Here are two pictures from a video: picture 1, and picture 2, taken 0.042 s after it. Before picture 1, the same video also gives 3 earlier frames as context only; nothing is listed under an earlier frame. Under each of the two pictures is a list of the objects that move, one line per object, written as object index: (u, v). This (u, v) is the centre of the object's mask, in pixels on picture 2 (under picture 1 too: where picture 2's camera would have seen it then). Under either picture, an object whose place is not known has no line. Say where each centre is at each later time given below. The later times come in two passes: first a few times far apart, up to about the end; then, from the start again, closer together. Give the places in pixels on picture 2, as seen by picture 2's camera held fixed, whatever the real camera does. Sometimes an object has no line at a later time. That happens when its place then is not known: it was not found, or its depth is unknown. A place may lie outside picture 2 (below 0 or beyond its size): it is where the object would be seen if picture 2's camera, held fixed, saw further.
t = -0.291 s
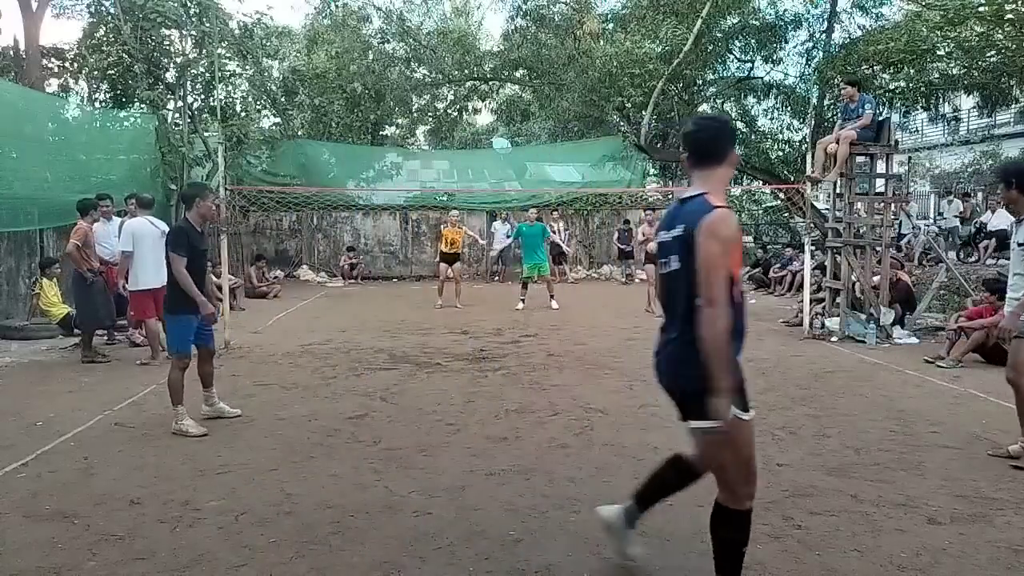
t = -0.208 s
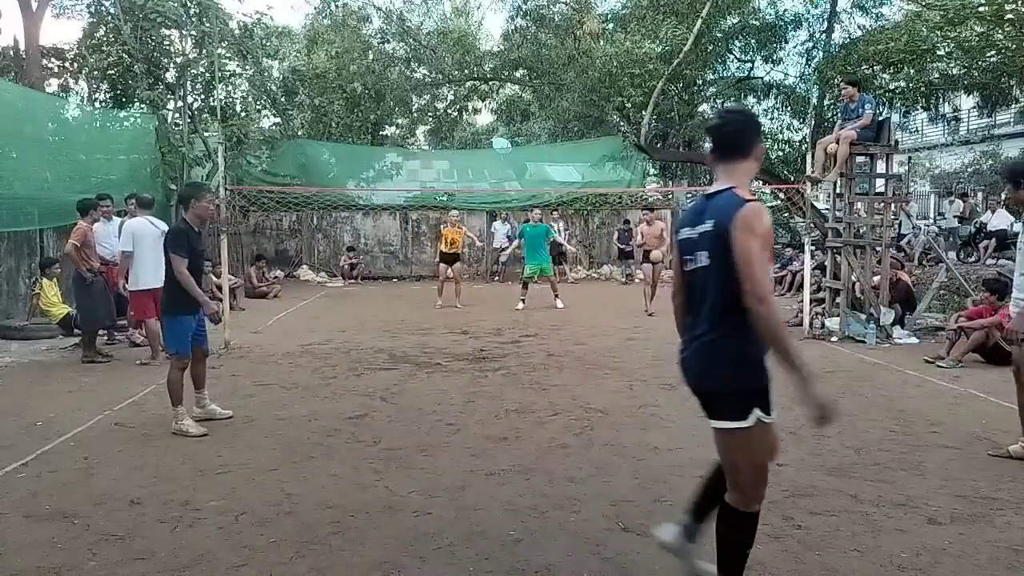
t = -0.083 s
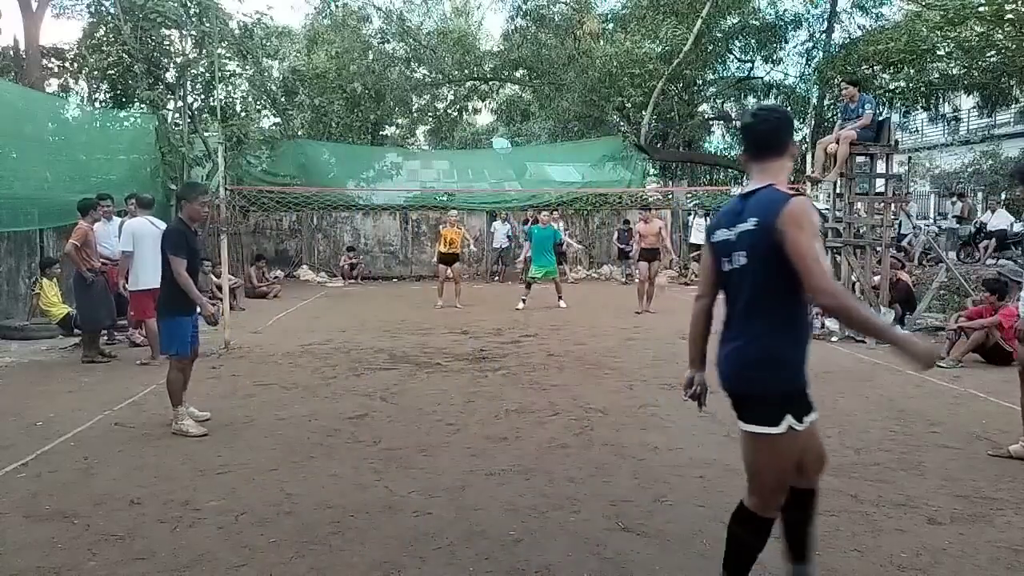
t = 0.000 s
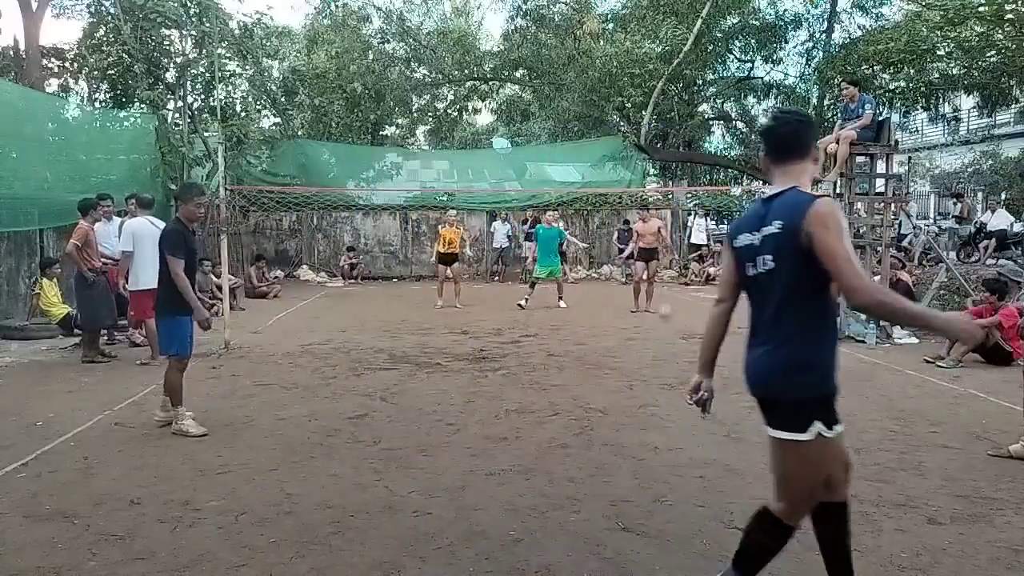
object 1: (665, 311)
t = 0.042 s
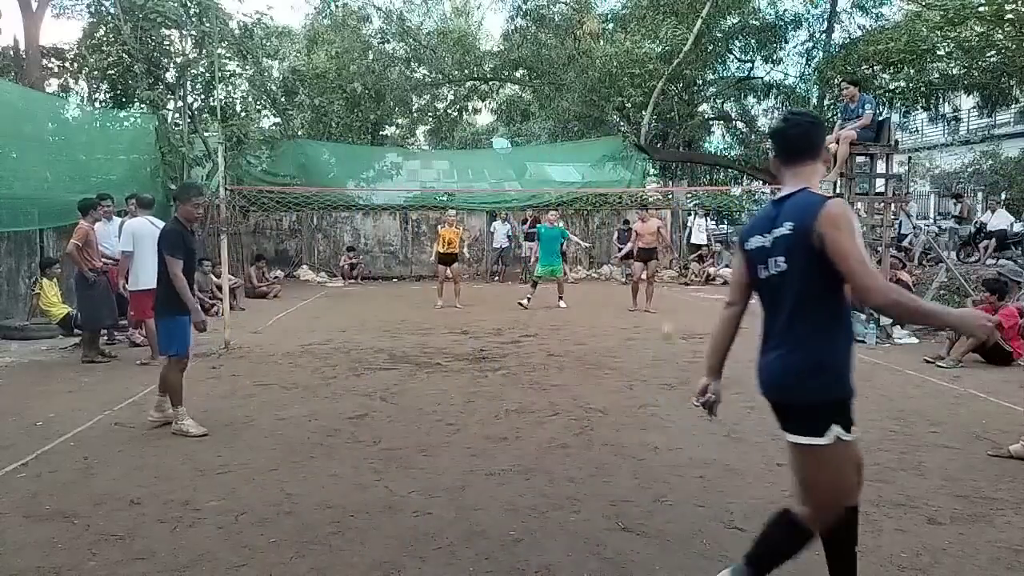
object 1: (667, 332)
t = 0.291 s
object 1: (680, 342)
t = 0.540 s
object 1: (694, 361)
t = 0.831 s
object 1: (723, 415)
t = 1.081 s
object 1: (766, 478)
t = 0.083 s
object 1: (669, 351)
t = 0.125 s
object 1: (672, 370)
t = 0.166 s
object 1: (673, 360)
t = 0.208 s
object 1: (675, 352)
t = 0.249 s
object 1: (677, 346)
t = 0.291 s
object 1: (680, 342)
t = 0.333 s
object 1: (682, 340)
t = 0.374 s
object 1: (684, 339)
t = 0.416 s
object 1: (687, 341)
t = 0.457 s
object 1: (689, 346)
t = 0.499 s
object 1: (692, 352)
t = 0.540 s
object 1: (694, 361)
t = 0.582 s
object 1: (697, 373)
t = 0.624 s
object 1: (700, 389)
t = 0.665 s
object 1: (704, 408)
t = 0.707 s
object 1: (707, 428)
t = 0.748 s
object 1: (712, 420)
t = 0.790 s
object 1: (718, 417)
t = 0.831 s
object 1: (723, 415)
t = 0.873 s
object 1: (729, 418)
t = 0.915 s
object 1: (736, 422)
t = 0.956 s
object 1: (743, 430)
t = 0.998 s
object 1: (749, 441)
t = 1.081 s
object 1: (766, 478)
